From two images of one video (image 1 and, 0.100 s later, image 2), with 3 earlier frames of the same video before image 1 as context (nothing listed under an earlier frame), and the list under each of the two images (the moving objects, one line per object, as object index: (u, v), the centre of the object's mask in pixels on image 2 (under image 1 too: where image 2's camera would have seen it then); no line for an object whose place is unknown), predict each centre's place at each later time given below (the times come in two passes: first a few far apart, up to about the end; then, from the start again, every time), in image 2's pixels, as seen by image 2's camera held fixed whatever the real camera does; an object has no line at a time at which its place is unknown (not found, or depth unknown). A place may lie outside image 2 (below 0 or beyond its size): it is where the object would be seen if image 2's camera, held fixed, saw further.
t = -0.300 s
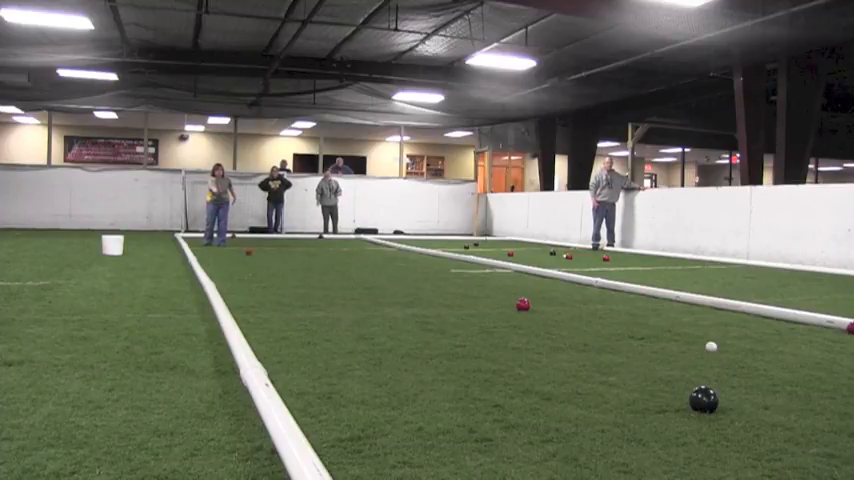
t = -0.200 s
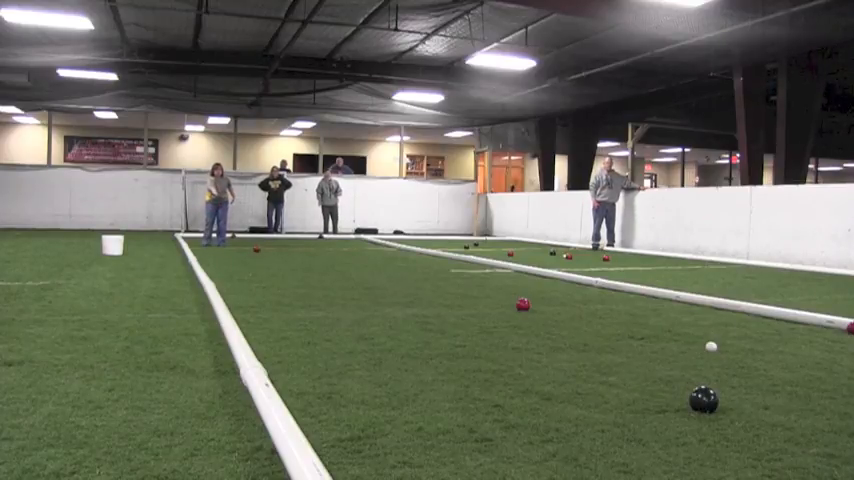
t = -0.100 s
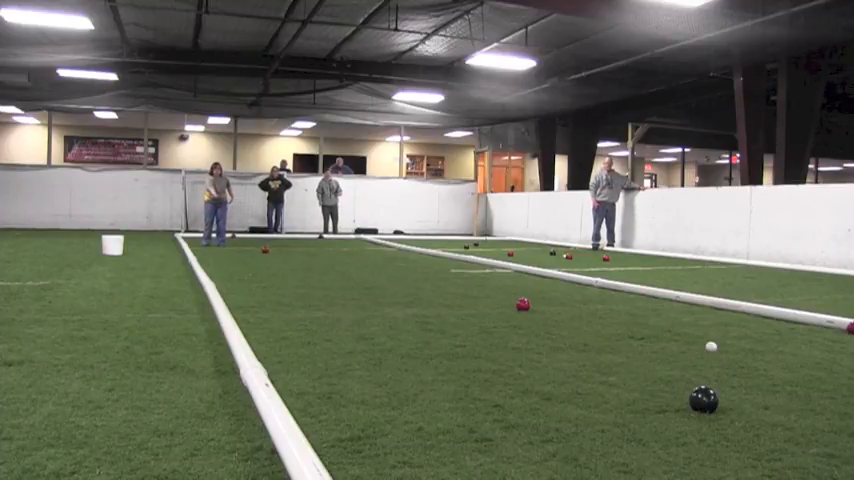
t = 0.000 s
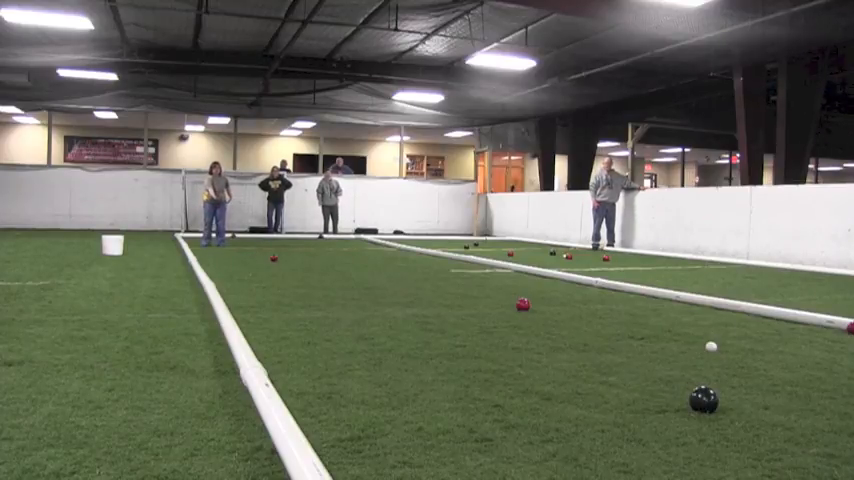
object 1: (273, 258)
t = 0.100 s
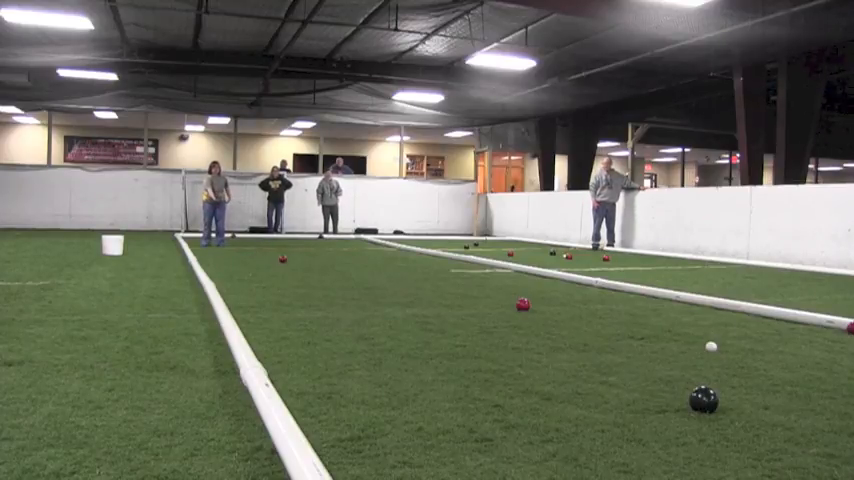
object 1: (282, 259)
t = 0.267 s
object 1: (298, 262)
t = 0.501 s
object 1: (322, 266)
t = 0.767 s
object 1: (352, 272)
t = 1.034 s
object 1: (386, 279)
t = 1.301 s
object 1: (425, 286)
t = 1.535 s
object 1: (463, 292)
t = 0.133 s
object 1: (285, 260)
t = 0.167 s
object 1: (289, 260)
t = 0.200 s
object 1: (292, 261)
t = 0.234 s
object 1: (295, 262)
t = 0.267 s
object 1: (298, 262)
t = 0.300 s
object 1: (301, 262)
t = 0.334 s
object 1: (305, 263)
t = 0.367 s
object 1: (308, 263)
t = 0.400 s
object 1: (312, 264)
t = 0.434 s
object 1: (315, 265)
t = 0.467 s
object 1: (319, 265)
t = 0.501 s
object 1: (322, 266)
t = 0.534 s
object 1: (326, 266)
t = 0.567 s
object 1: (329, 267)
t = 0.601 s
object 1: (333, 268)
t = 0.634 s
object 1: (336, 269)
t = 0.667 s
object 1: (340, 270)
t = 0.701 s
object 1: (344, 270)
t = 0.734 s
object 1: (347, 271)
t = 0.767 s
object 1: (352, 272)
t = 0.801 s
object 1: (355, 273)
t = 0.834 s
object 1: (360, 274)
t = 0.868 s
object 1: (364, 275)
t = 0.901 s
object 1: (368, 276)
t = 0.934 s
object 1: (372, 277)
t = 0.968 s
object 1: (377, 278)
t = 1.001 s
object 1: (381, 278)
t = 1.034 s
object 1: (386, 279)
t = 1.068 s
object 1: (391, 280)
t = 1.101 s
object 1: (395, 280)
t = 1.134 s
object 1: (400, 281)
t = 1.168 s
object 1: (405, 282)
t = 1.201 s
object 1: (410, 283)
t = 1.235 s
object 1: (415, 284)
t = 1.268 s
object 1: (420, 285)
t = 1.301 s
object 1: (425, 286)
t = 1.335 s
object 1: (430, 287)
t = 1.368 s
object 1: (436, 288)
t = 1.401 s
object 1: (441, 289)
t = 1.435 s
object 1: (446, 290)
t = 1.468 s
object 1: (452, 291)
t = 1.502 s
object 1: (457, 291)
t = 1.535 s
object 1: (463, 292)
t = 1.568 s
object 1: (469, 293)
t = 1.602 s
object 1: (474, 294)
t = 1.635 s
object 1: (480, 295)
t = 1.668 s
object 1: (487, 295)
